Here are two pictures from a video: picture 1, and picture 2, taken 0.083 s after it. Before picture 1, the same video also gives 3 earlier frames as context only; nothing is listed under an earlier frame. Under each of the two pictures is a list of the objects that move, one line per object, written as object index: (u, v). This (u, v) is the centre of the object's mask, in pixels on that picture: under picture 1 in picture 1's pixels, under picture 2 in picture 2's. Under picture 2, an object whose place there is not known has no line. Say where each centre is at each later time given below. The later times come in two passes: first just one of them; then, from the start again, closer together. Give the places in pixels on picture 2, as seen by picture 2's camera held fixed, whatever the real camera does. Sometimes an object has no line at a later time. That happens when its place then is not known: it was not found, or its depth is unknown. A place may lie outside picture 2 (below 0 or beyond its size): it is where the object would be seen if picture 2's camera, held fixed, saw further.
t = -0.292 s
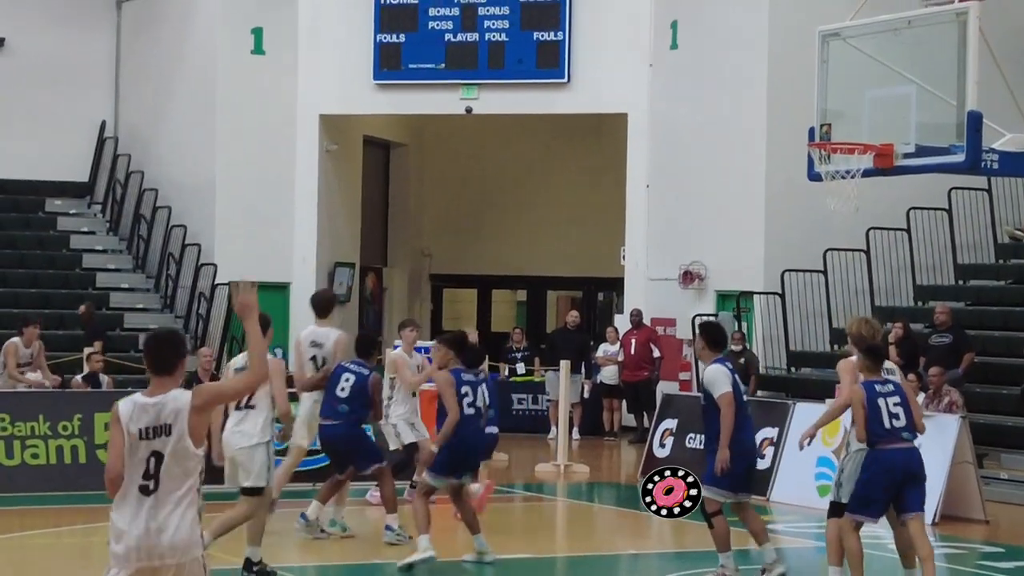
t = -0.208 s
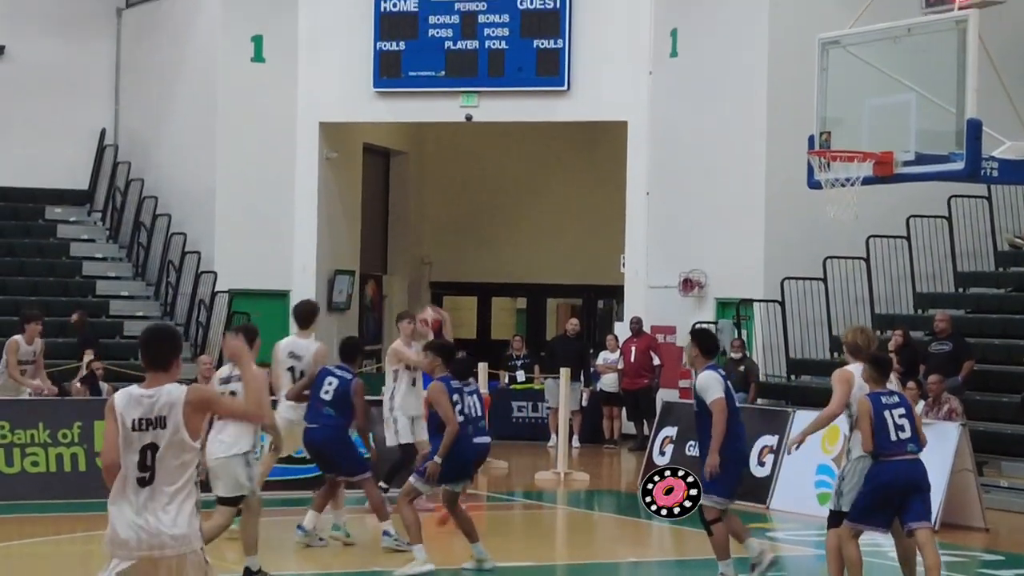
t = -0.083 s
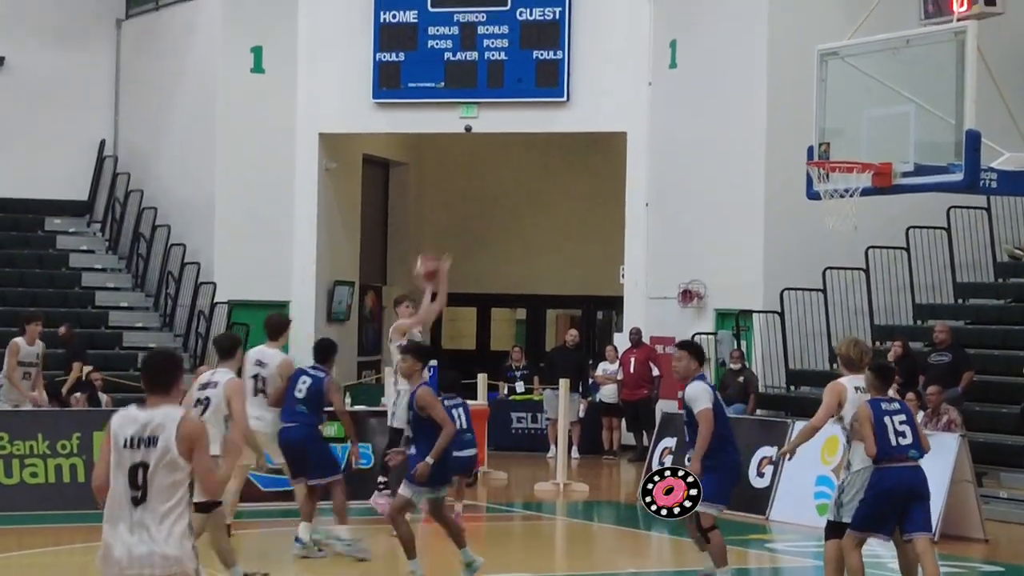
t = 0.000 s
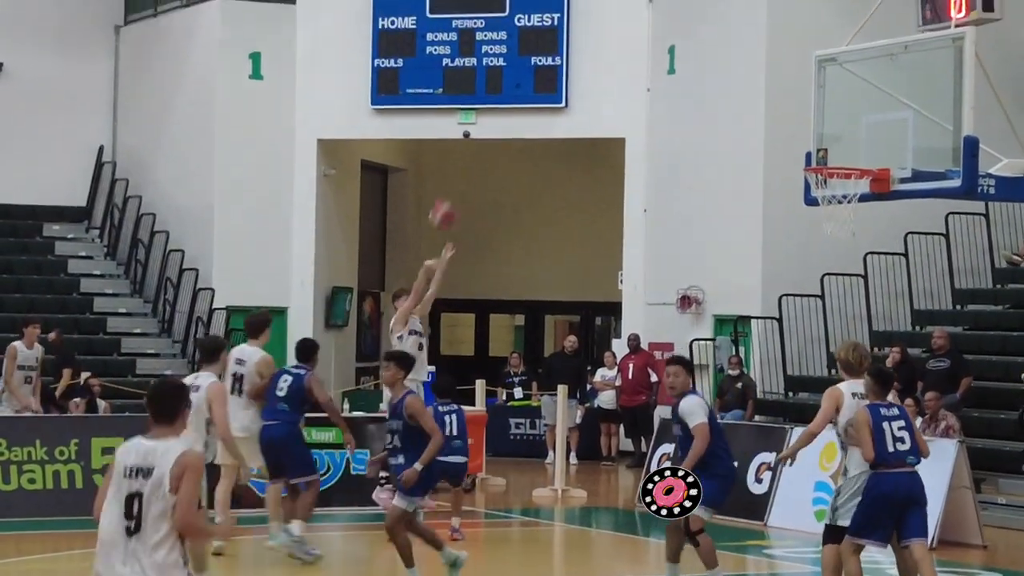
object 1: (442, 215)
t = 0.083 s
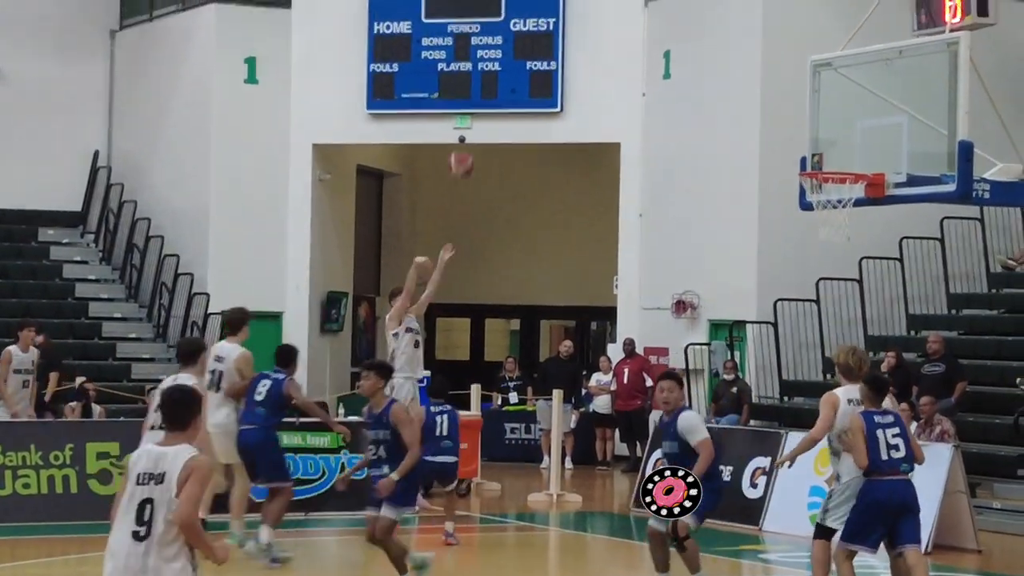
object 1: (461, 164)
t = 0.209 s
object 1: (496, 89)
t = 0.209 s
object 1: (496, 89)
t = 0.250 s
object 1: (505, 73)
